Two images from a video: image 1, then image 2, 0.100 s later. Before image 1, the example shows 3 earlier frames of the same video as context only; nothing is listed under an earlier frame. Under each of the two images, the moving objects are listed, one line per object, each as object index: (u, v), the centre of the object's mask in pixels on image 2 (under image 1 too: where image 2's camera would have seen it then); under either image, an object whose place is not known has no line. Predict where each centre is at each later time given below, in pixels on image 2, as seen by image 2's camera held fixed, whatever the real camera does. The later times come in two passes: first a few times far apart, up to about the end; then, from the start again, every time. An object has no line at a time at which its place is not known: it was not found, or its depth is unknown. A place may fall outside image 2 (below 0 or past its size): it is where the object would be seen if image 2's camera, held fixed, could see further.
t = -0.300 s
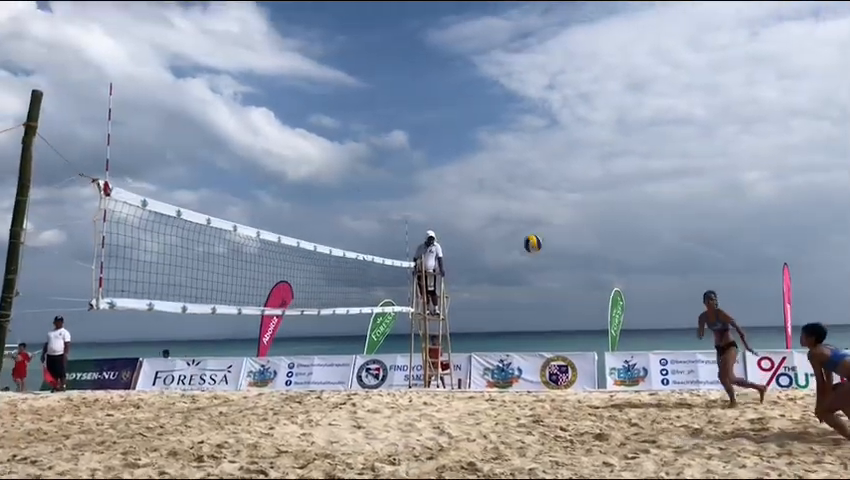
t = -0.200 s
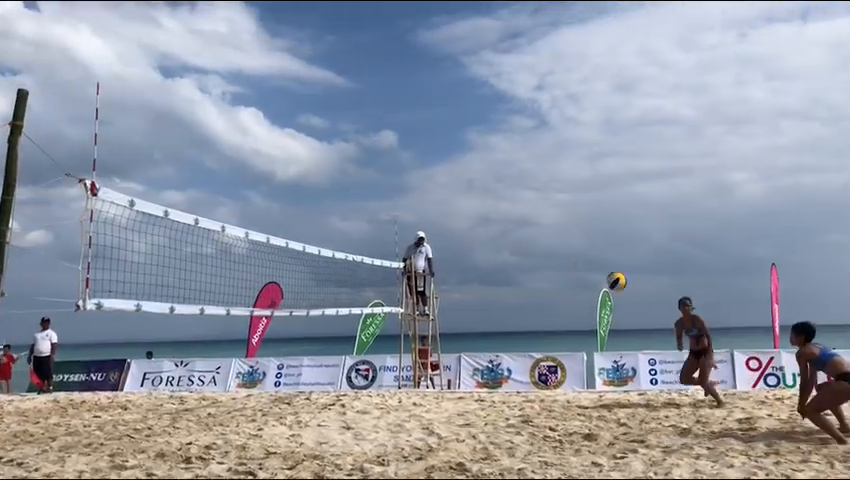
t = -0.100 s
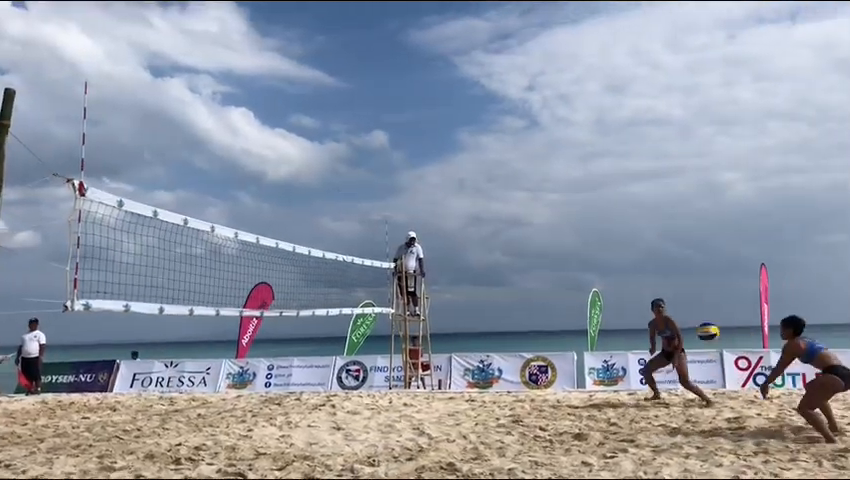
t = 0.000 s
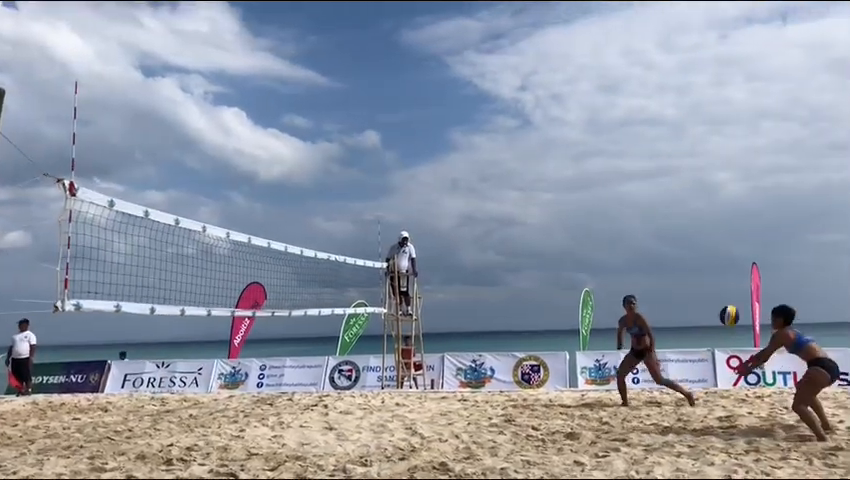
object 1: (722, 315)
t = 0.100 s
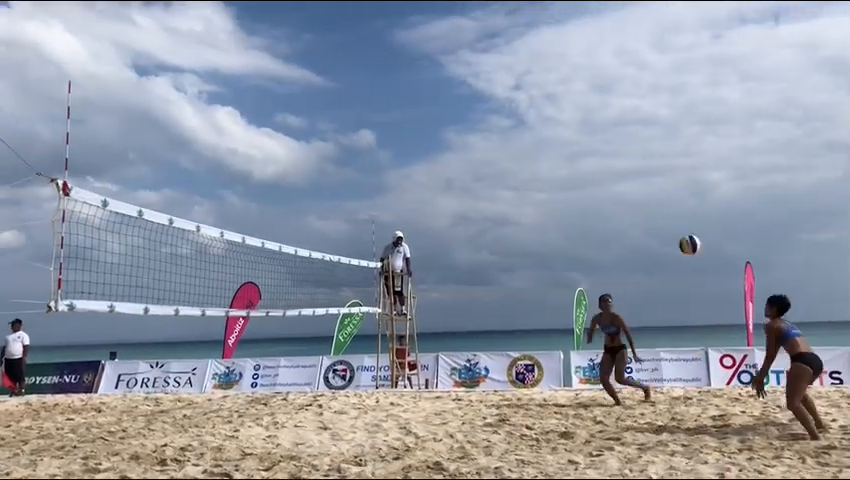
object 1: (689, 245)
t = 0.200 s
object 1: (661, 186)
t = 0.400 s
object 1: (610, 105)
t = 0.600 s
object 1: (567, 62)
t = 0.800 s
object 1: (531, 52)
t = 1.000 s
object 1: (498, 72)
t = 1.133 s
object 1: (478, 101)
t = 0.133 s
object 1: (679, 223)
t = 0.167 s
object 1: (670, 204)
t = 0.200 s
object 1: (661, 186)
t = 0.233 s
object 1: (652, 171)
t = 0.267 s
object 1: (642, 156)
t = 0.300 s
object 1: (634, 142)
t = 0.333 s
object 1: (625, 128)
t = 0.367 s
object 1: (617, 116)
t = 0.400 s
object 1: (610, 105)
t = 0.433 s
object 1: (603, 96)
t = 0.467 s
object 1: (595, 87)
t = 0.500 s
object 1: (588, 80)
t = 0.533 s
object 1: (580, 73)
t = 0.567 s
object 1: (574, 67)
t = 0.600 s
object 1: (567, 62)
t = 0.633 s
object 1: (561, 58)
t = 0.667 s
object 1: (555, 55)
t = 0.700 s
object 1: (548, 53)
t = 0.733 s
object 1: (542, 52)
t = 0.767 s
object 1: (536, 52)
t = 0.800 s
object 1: (531, 52)
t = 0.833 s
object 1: (525, 53)
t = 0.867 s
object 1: (520, 55)
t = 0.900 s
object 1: (514, 58)
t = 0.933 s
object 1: (509, 62)
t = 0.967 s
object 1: (503, 67)
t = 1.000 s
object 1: (498, 72)
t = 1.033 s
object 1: (493, 78)
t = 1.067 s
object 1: (488, 84)
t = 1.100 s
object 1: (484, 92)
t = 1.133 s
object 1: (478, 101)
